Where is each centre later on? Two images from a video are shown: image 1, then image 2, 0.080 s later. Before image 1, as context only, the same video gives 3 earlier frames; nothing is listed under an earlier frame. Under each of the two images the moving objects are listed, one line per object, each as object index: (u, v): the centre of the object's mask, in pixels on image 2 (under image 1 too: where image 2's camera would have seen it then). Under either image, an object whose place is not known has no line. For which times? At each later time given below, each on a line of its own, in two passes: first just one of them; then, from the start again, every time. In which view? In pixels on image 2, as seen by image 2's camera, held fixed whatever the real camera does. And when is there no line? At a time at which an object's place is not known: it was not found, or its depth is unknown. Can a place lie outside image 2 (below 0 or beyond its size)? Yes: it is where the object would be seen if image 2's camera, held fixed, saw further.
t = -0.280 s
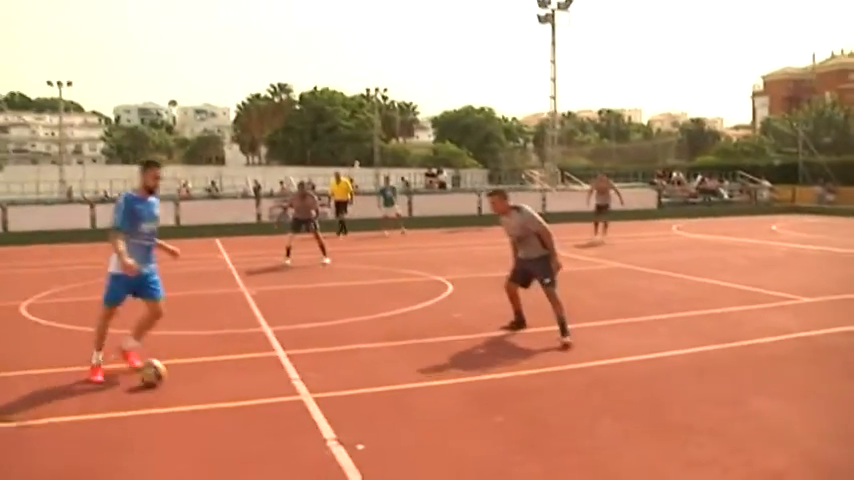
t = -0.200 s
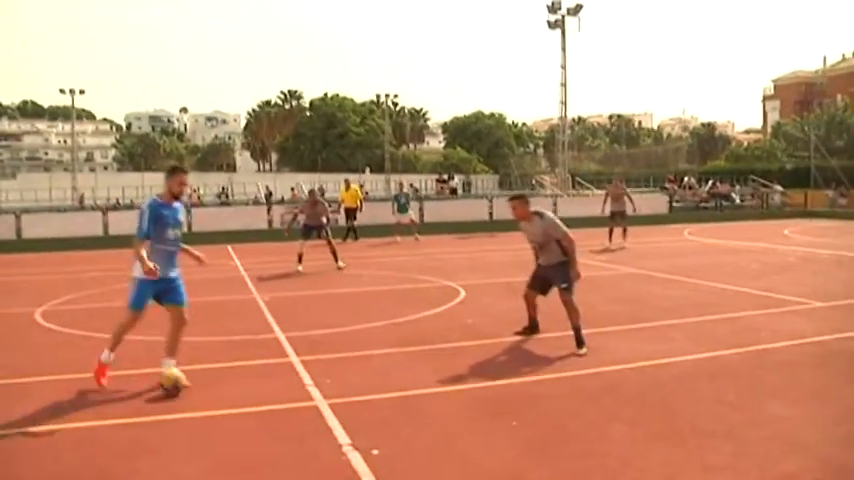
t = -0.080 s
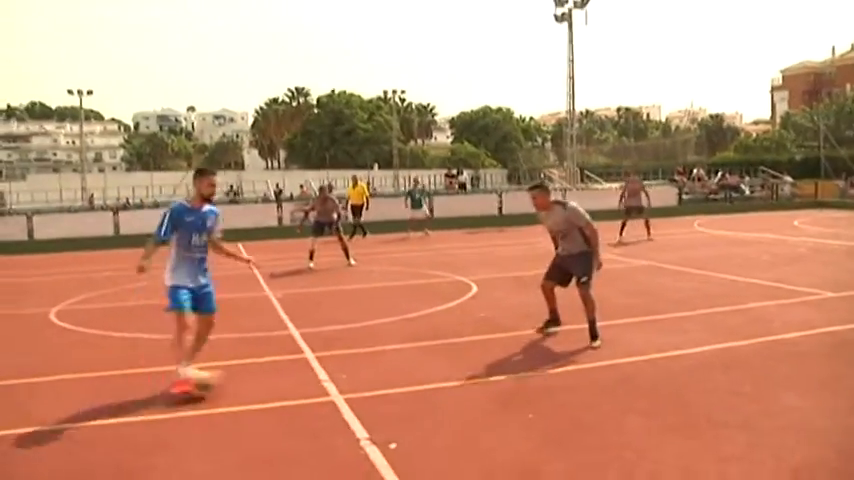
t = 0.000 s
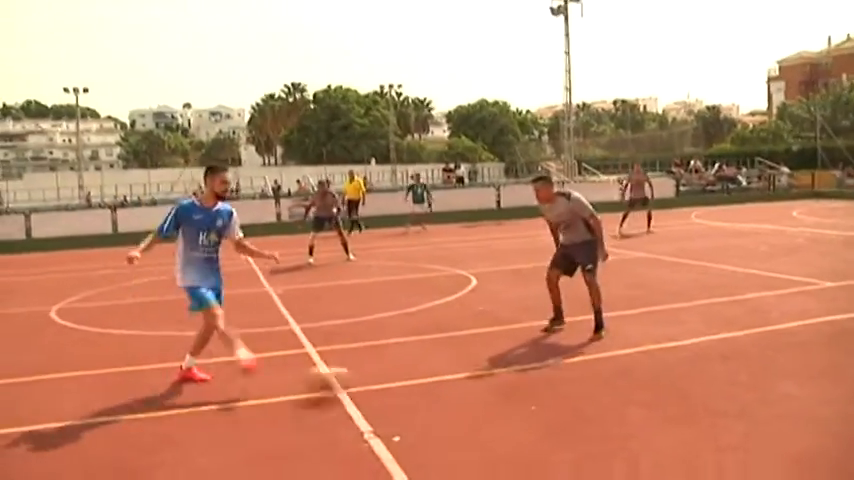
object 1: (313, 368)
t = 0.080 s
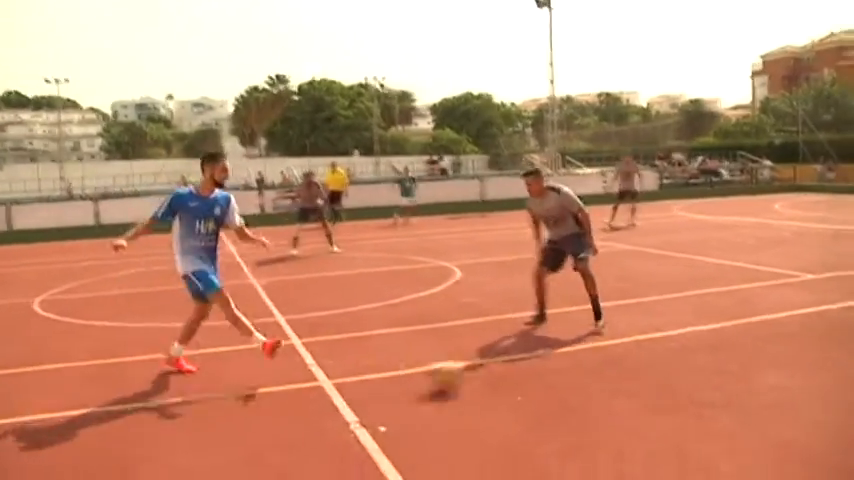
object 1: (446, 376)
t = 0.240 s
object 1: (699, 378)
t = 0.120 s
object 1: (511, 378)
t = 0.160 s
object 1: (575, 379)
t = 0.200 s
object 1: (638, 377)
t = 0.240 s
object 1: (699, 378)
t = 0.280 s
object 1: (758, 376)
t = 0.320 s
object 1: (817, 374)
